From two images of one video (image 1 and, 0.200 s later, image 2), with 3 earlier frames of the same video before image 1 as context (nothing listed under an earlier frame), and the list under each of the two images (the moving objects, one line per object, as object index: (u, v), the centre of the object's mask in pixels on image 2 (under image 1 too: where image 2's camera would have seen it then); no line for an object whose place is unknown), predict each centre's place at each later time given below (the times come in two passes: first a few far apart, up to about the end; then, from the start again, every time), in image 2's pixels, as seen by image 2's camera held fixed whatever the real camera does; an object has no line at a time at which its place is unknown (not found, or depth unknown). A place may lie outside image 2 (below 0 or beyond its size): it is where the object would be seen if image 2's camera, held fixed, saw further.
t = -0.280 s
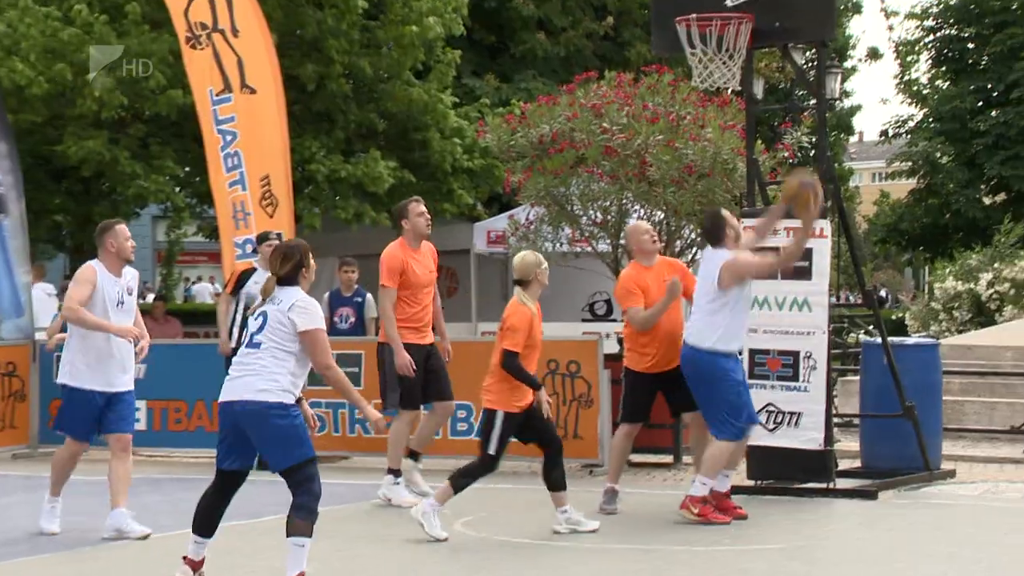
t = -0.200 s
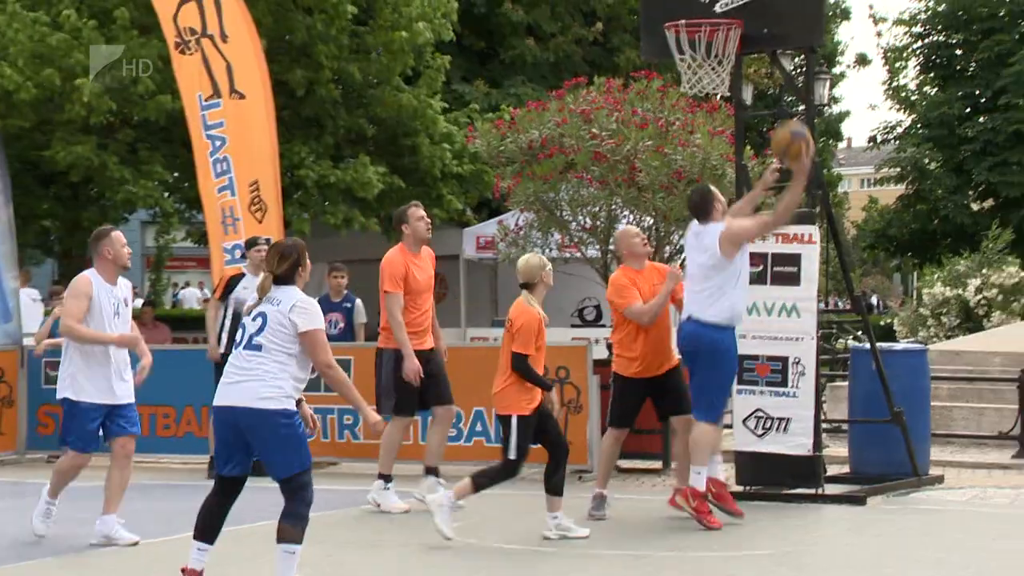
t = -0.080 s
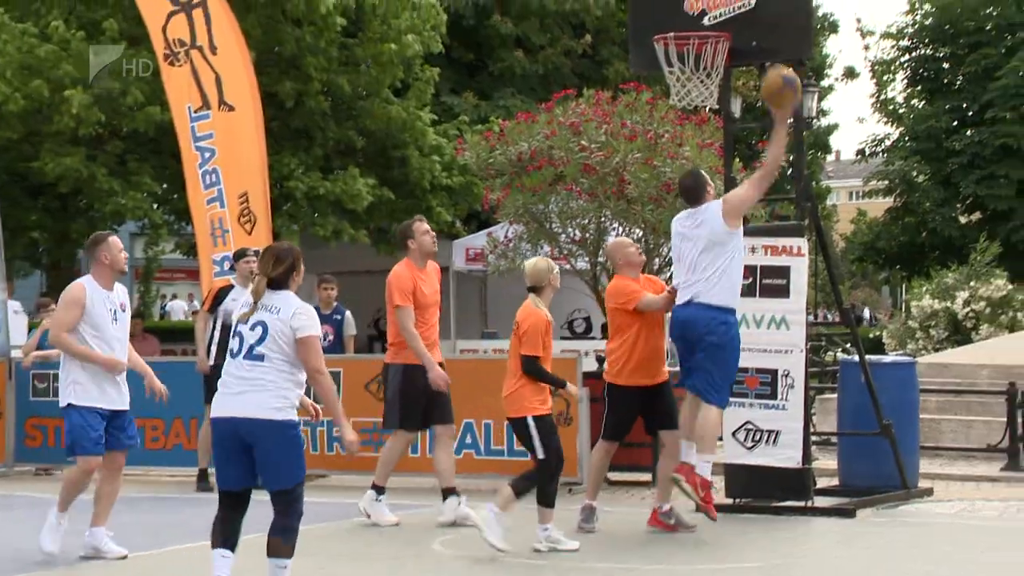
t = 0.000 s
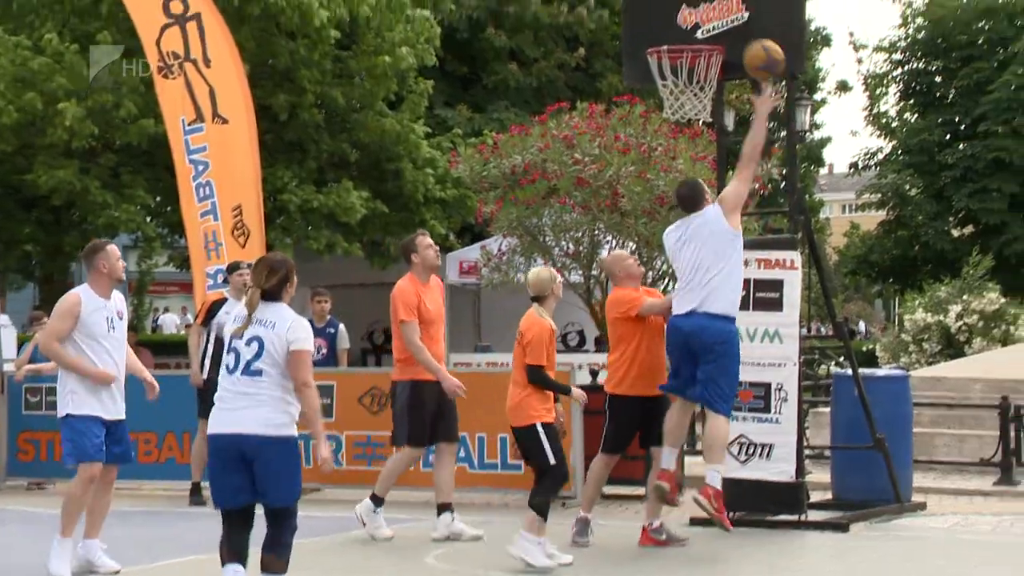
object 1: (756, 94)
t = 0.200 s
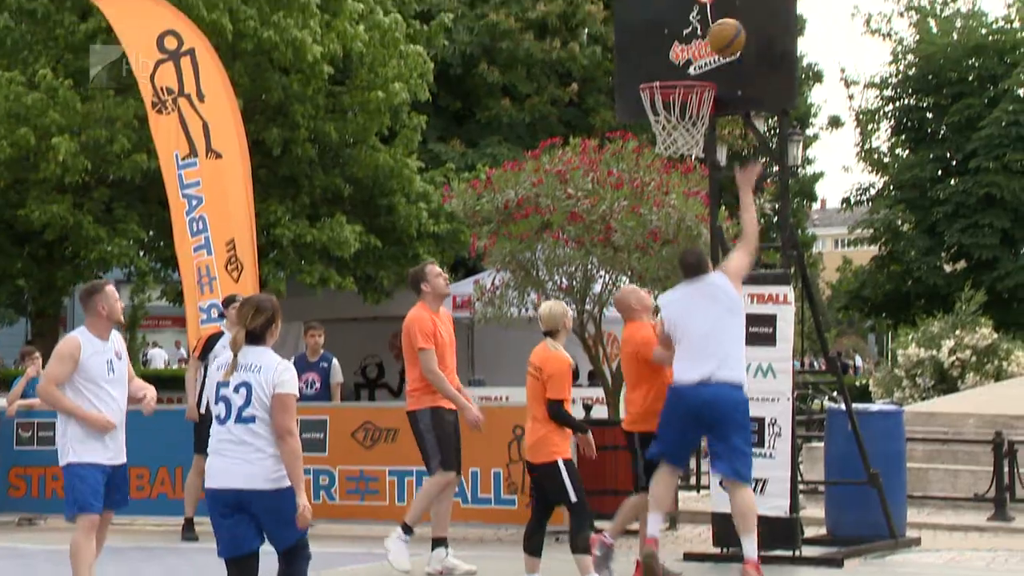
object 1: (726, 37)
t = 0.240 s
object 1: (721, 33)
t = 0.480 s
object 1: (662, 59)
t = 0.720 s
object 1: (674, 52)
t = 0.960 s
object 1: (709, 104)
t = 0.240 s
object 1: (721, 33)
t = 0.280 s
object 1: (715, 33)
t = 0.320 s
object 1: (710, 34)
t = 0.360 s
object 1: (698, 37)
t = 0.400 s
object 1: (687, 41)
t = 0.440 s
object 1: (674, 49)
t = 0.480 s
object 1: (662, 59)
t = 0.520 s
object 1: (652, 67)
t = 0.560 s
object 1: (652, 67)
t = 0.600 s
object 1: (657, 60)
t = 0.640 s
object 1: (663, 55)
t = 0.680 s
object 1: (668, 52)
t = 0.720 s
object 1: (674, 52)
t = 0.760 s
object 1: (680, 54)
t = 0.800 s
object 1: (685, 59)
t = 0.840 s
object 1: (691, 68)
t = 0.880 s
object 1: (698, 77)
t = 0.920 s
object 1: (703, 90)
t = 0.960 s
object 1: (709, 104)
